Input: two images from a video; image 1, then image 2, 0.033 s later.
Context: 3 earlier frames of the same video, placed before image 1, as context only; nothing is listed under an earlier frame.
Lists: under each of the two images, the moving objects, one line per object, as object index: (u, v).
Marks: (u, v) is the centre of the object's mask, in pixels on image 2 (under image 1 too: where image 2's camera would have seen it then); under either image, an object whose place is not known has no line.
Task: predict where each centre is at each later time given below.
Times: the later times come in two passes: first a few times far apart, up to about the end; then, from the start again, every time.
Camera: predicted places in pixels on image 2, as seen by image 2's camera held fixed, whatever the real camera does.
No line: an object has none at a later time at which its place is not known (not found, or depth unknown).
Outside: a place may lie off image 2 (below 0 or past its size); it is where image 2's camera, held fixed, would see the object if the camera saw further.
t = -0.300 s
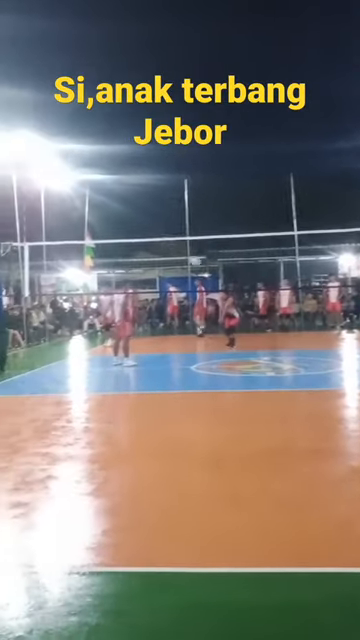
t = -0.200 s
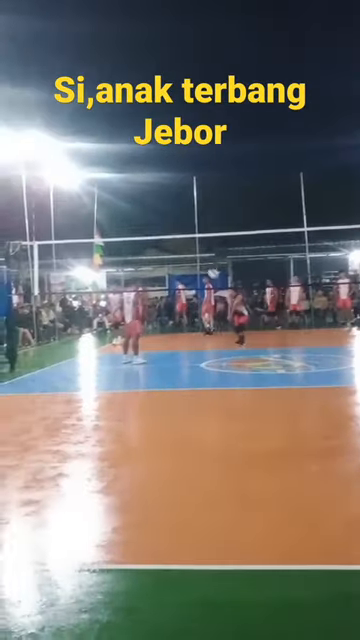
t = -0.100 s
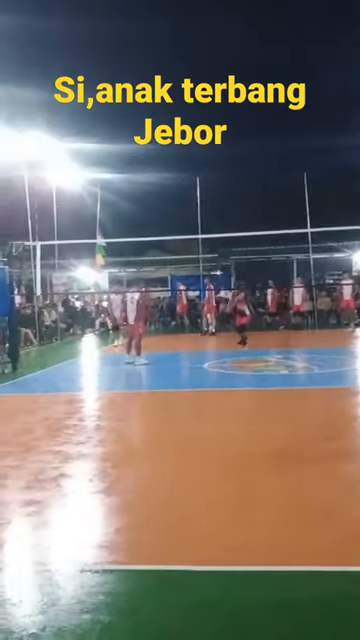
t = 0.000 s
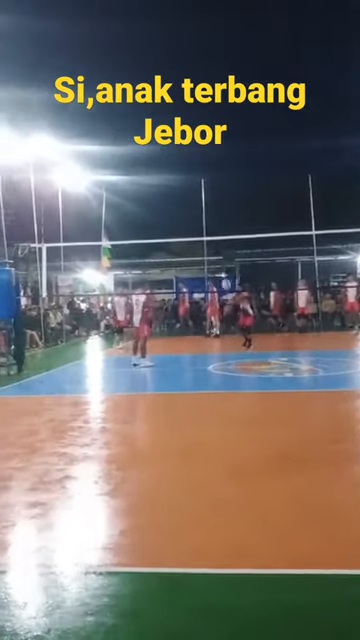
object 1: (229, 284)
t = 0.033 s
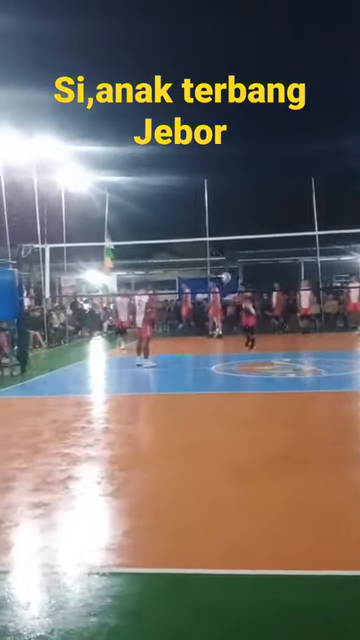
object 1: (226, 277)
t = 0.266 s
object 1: (205, 232)
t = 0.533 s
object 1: (182, 212)
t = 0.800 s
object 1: (159, 225)
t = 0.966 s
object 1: (145, 252)
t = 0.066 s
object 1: (223, 269)
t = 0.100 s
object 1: (220, 261)
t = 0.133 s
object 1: (217, 255)
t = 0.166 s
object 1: (214, 249)
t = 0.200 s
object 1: (211, 244)
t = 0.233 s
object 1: (208, 238)
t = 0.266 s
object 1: (205, 232)
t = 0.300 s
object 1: (201, 229)
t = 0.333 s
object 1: (199, 225)
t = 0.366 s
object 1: (197, 221)
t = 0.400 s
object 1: (193, 219)
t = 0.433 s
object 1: (190, 216)
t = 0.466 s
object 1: (188, 214)
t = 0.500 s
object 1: (185, 213)
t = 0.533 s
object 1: (182, 212)
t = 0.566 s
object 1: (179, 212)
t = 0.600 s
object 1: (176, 212)
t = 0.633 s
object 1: (174, 213)
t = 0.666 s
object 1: (170, 214)
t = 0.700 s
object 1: (168, 216)
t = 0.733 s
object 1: (165, 218)
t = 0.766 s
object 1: (162, 222)
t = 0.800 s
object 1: (159, 225)
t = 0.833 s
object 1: (156, 230)
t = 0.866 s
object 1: (153, 234)
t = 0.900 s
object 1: (151, 239)
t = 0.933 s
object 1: (148, 247)
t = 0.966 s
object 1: (145, 252)
